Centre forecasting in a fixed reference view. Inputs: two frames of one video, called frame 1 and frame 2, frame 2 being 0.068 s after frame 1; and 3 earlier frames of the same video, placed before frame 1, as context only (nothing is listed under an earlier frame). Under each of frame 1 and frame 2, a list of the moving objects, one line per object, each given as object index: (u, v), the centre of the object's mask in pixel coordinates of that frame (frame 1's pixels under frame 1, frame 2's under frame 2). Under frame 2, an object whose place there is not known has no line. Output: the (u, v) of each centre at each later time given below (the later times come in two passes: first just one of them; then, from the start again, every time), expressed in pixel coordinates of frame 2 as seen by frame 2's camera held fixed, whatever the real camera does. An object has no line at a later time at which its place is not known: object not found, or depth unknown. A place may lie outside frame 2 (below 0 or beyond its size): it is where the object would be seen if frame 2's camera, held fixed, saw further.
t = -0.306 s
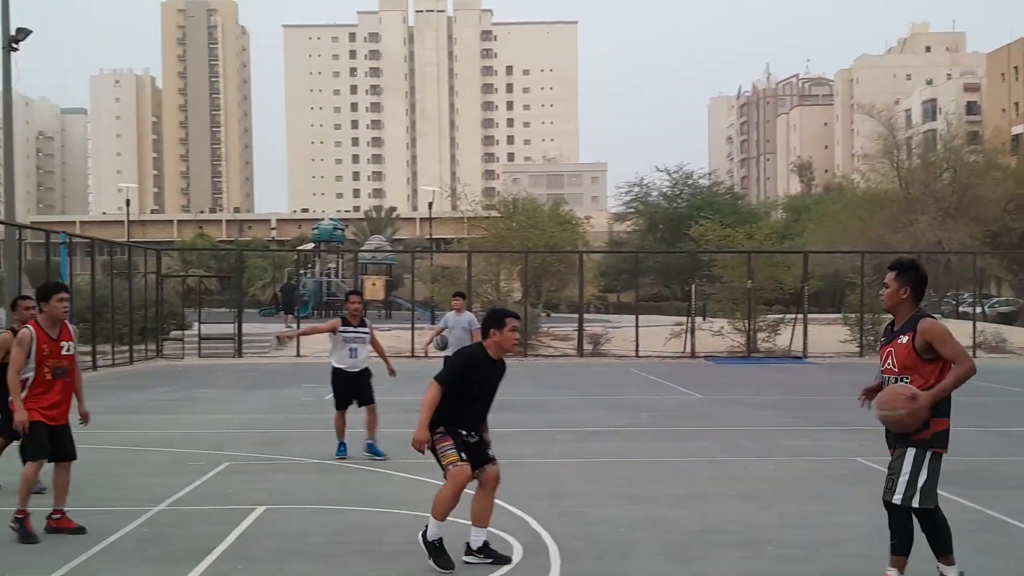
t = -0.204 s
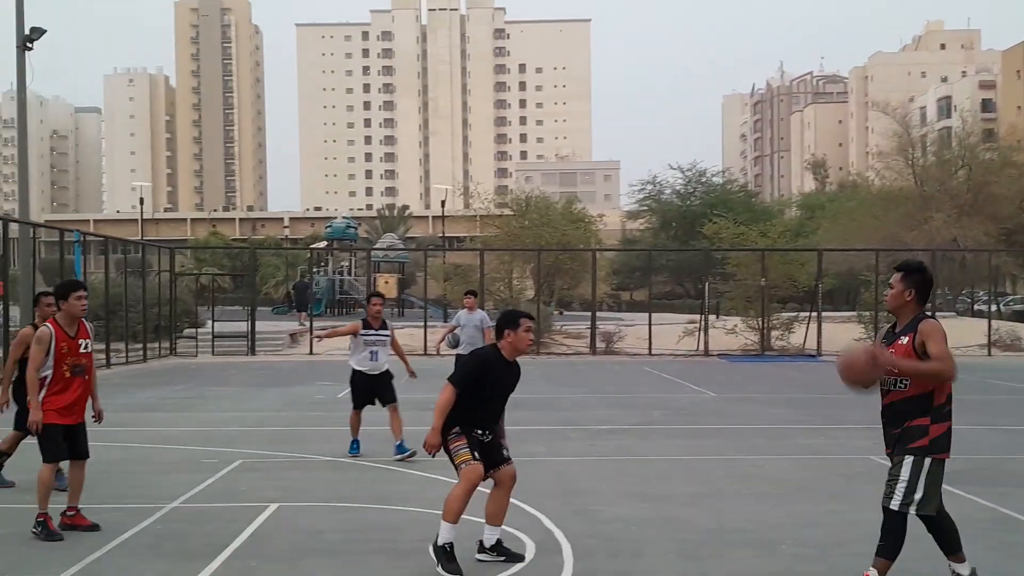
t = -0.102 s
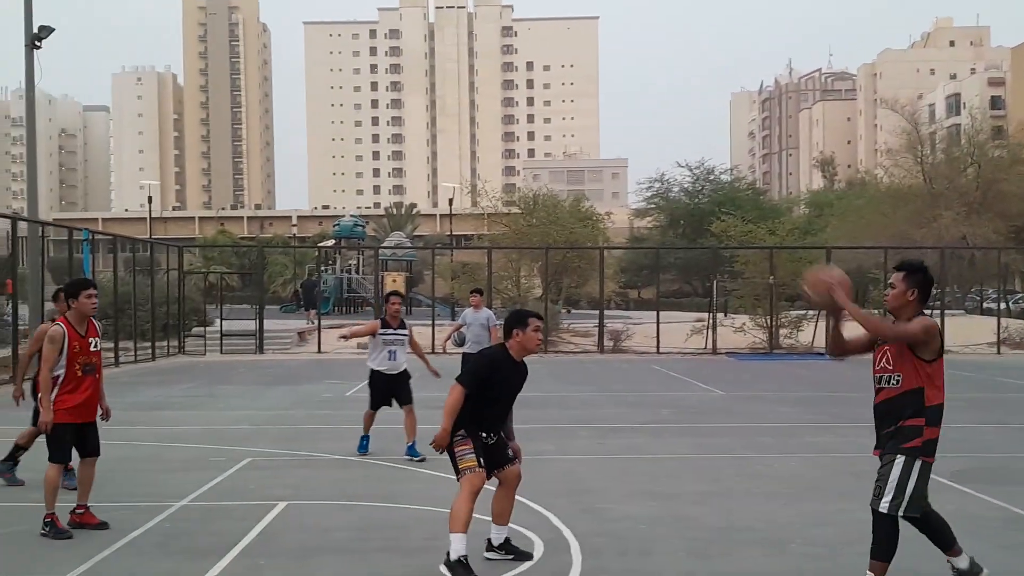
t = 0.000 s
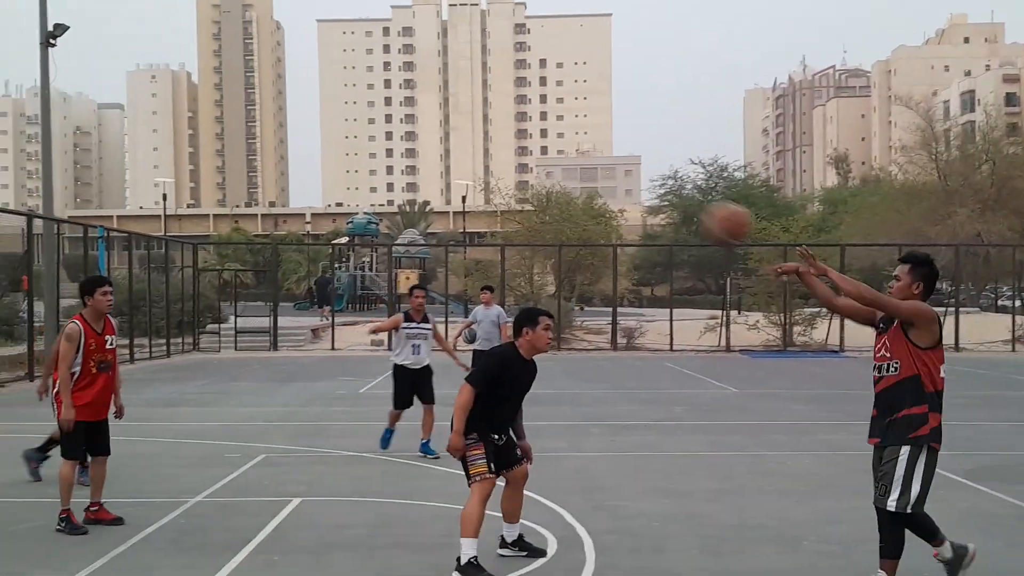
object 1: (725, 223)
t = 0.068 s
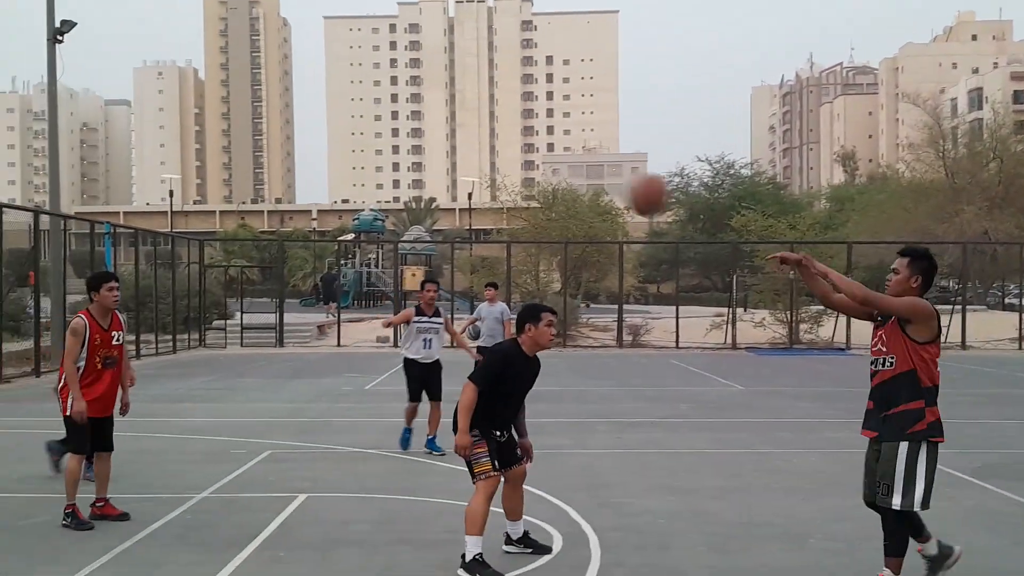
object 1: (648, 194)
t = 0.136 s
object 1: (569, 176)
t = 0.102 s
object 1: (607, 184)
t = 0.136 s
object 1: (569, 176)
